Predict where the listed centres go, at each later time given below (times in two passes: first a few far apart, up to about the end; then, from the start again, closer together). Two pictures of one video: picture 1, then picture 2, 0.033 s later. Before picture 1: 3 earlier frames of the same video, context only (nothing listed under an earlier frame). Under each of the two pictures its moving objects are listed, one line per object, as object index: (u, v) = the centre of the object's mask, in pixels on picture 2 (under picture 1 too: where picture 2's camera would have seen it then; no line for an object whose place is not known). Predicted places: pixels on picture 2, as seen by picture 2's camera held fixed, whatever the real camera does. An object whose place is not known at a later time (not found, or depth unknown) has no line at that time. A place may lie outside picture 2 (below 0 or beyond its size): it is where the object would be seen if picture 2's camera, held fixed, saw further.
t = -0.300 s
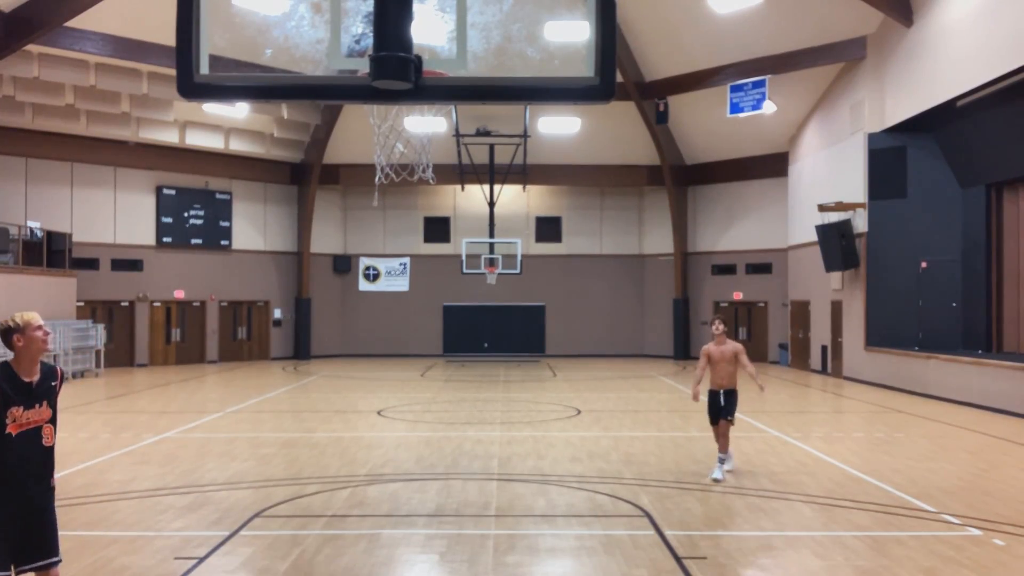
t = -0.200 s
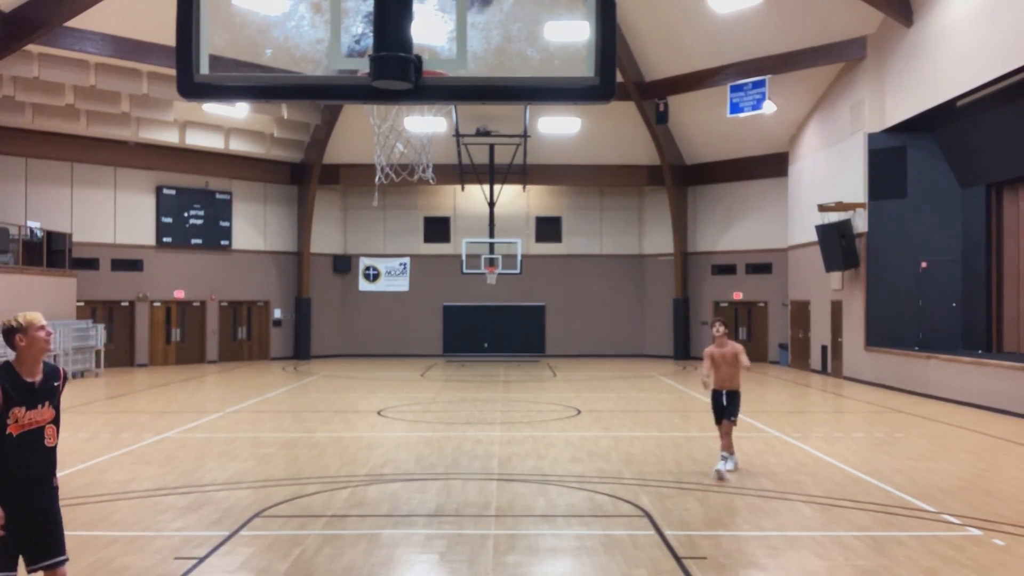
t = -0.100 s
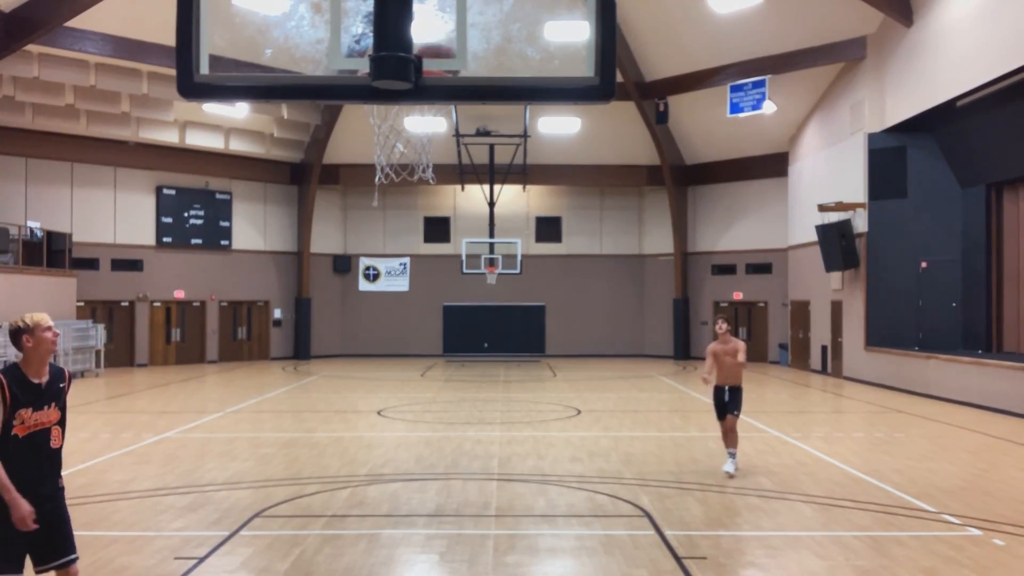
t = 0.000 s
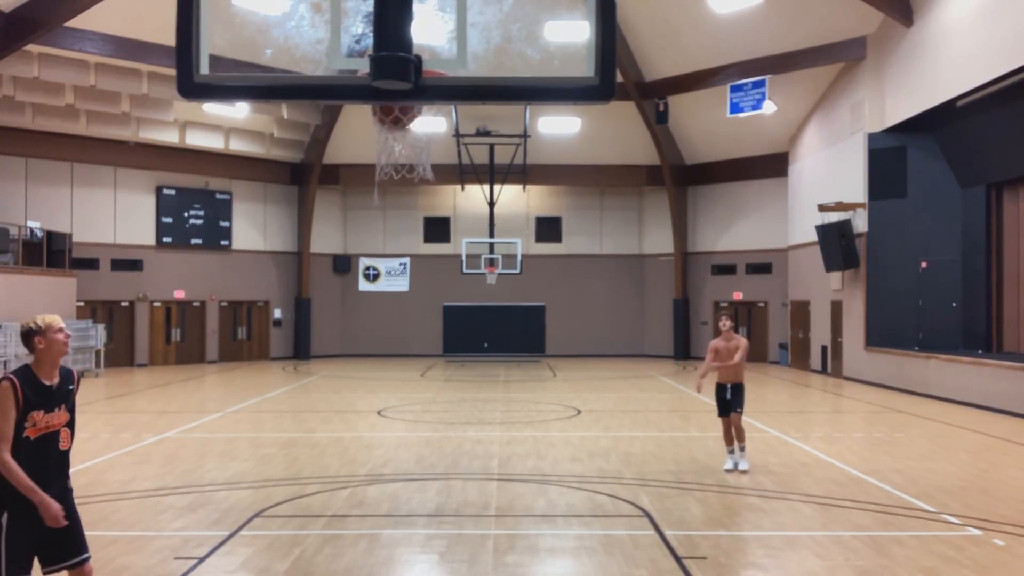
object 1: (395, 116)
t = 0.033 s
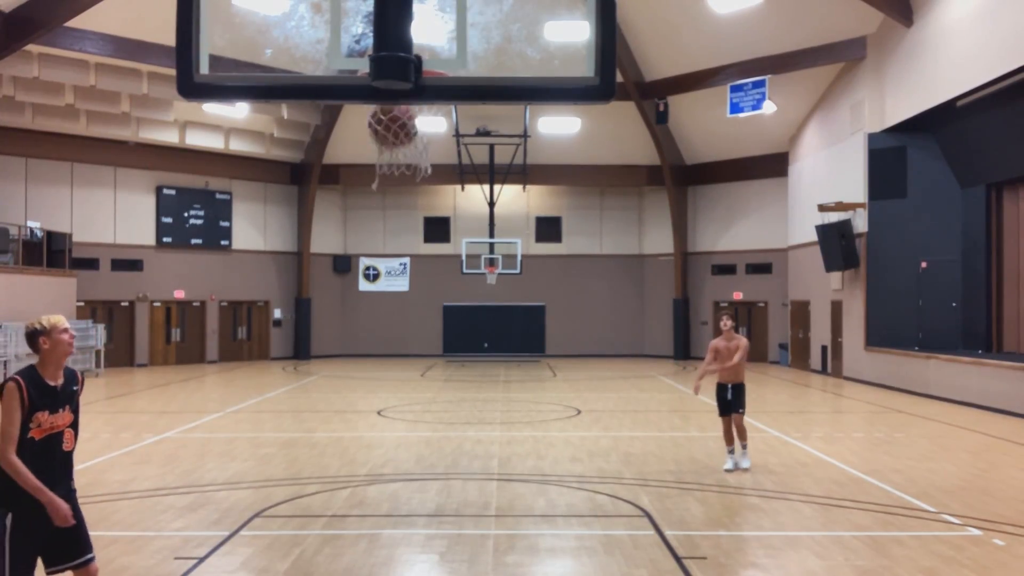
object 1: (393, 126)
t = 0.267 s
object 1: (378, 288)
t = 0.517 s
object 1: (363, 545)
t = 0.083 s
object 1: (389, 152)
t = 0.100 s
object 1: (389, 160)
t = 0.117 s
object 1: (387, 174)
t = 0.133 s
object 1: (385, 185)
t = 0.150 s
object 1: (386, 194)
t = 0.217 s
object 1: (381, 244)
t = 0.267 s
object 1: (378, 288)
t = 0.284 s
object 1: (378, 304)
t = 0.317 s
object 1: (376, 330)
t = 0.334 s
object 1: (374, 346)
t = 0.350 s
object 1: (374, 365)
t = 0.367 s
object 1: (372, 380)
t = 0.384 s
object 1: (372, 397)
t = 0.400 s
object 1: (370, 414)
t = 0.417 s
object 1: (370, 431)
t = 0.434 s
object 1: (369, 449)
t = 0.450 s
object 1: (368, 467)
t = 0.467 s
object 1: (366, 486)
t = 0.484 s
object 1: (366, 505)
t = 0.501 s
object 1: (365, 525)
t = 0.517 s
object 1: (363, 545)
